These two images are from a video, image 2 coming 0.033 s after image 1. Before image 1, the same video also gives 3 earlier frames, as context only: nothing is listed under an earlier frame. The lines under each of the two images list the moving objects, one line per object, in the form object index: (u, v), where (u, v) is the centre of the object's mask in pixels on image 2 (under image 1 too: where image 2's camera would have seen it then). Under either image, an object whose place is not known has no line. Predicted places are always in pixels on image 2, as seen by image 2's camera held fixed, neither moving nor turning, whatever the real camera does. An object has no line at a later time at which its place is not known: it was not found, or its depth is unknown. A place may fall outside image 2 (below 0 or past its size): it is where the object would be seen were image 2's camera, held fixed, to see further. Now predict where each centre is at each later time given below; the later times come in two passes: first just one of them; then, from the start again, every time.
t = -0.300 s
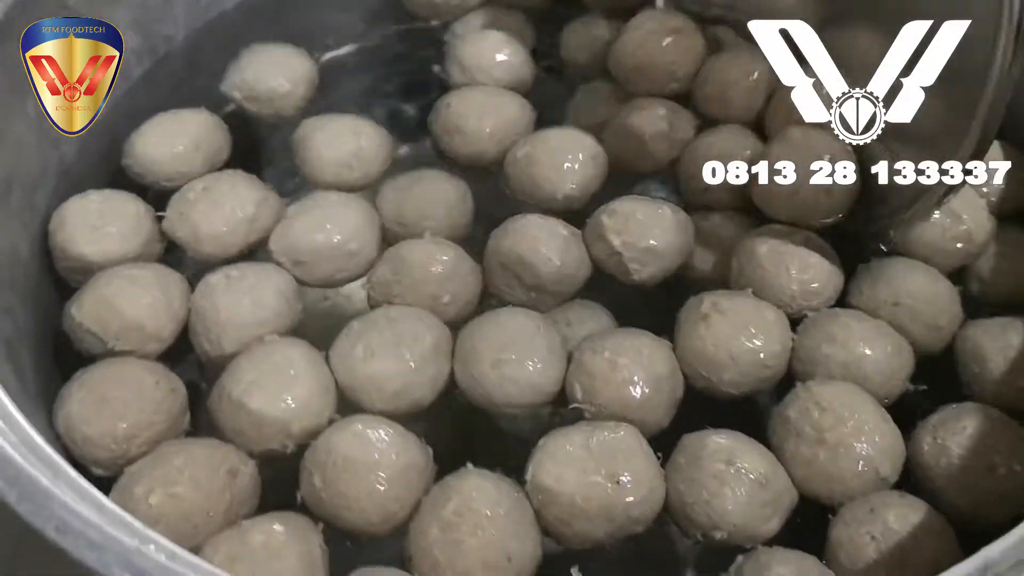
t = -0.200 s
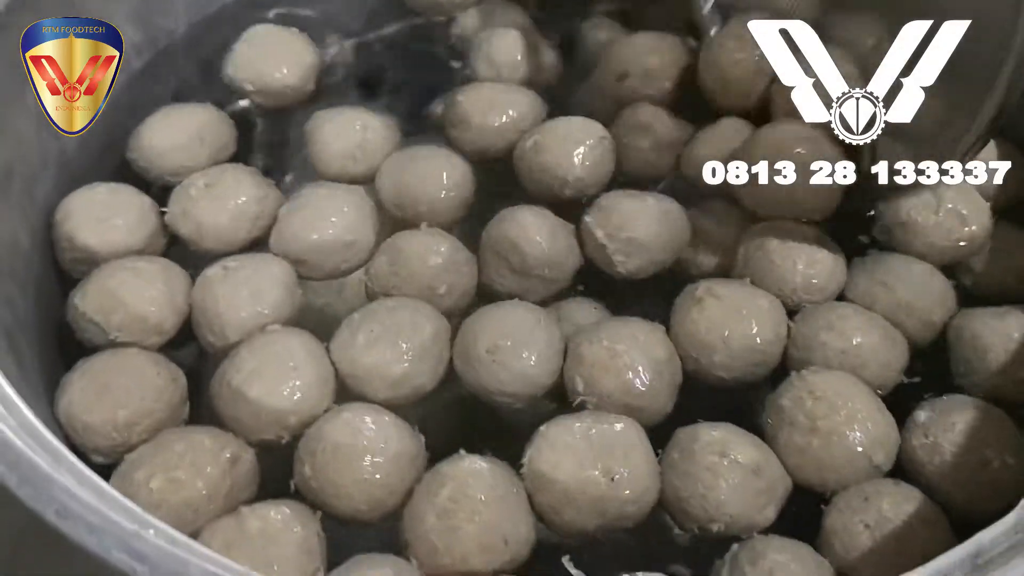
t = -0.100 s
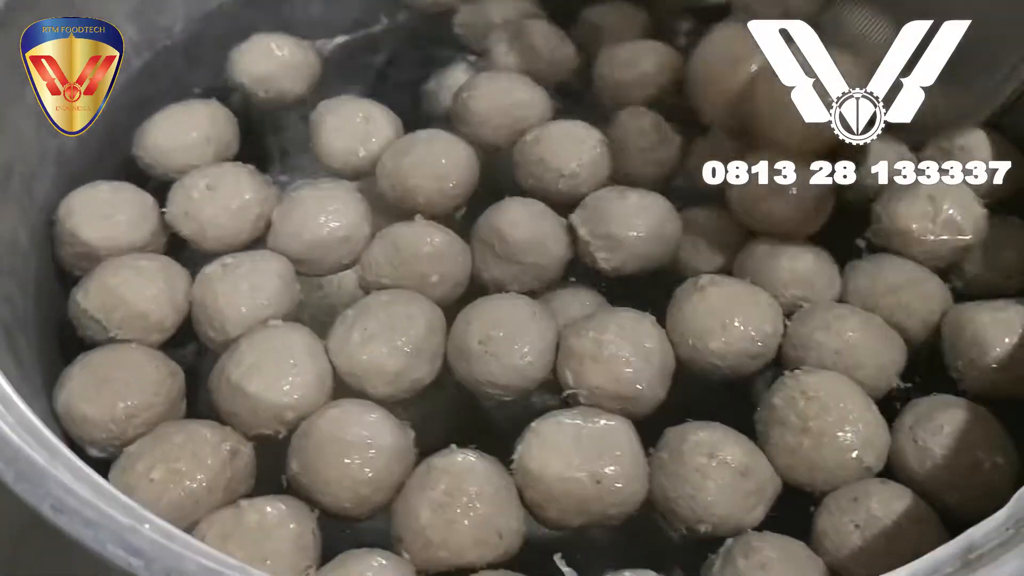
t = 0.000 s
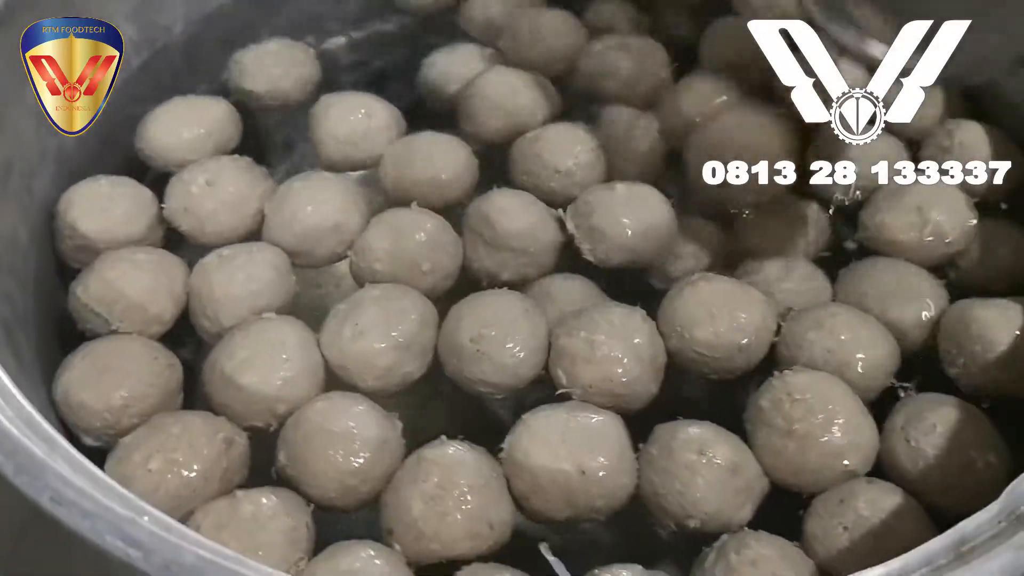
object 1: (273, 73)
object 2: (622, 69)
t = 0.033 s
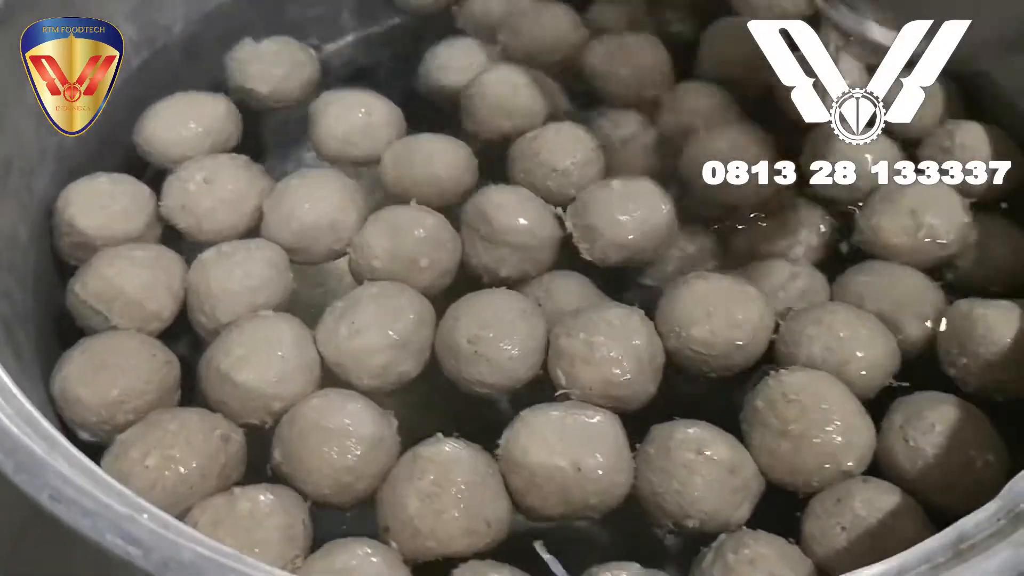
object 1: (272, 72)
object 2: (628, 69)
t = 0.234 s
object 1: (265, 67)
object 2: (648, 71)
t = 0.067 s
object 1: (272, 73)
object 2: (631, 70)
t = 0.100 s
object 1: (270, 72)
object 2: (635, 69)
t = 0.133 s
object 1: (269, 70)
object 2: (636, 71)
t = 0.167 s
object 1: (267, 69)
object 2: (637, 71)
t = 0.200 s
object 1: (266, 68)
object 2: (641, 71)
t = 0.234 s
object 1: (265, 67)
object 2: (648, 71)
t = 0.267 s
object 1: (264, 66)
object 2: (655, 68)
